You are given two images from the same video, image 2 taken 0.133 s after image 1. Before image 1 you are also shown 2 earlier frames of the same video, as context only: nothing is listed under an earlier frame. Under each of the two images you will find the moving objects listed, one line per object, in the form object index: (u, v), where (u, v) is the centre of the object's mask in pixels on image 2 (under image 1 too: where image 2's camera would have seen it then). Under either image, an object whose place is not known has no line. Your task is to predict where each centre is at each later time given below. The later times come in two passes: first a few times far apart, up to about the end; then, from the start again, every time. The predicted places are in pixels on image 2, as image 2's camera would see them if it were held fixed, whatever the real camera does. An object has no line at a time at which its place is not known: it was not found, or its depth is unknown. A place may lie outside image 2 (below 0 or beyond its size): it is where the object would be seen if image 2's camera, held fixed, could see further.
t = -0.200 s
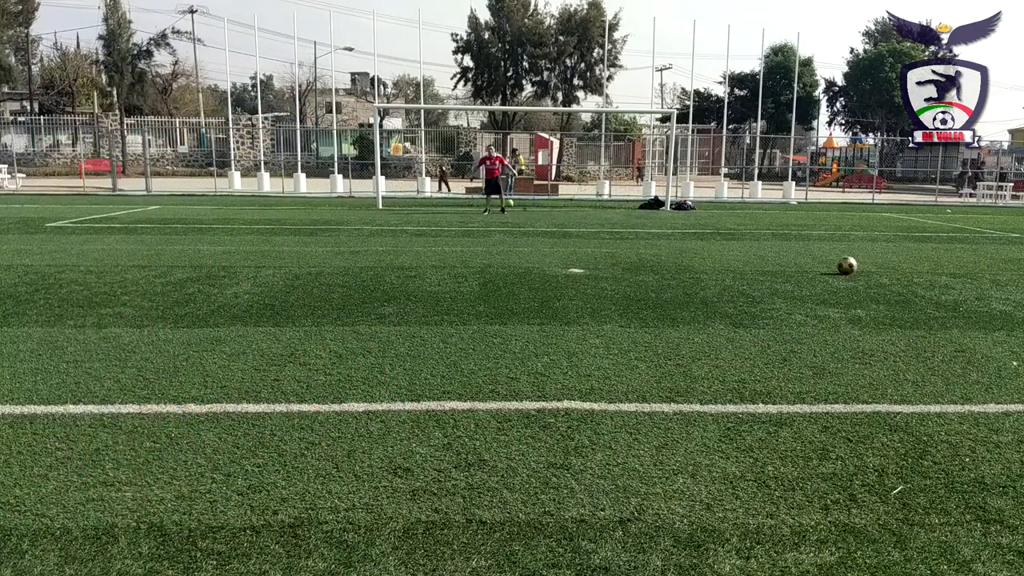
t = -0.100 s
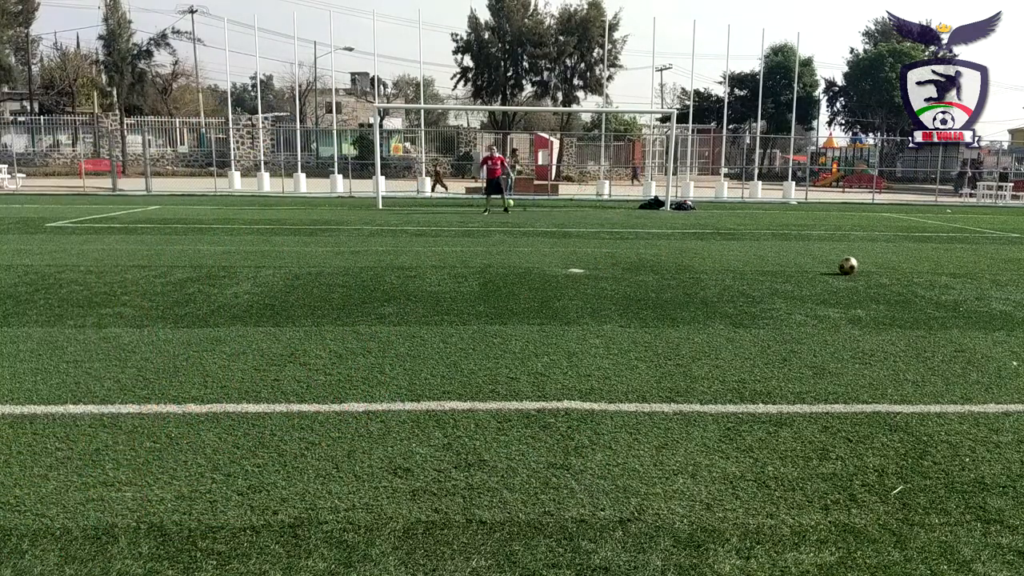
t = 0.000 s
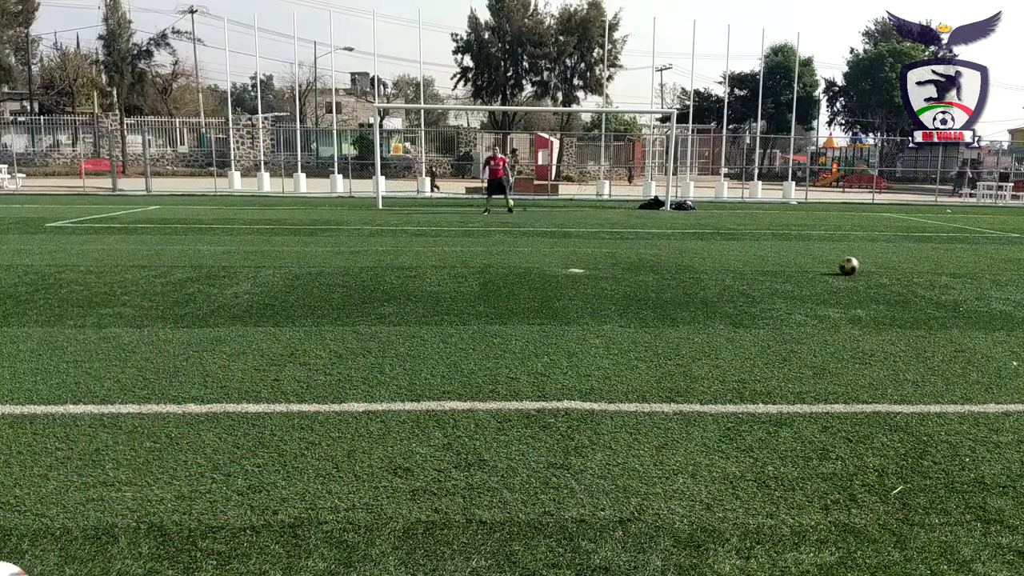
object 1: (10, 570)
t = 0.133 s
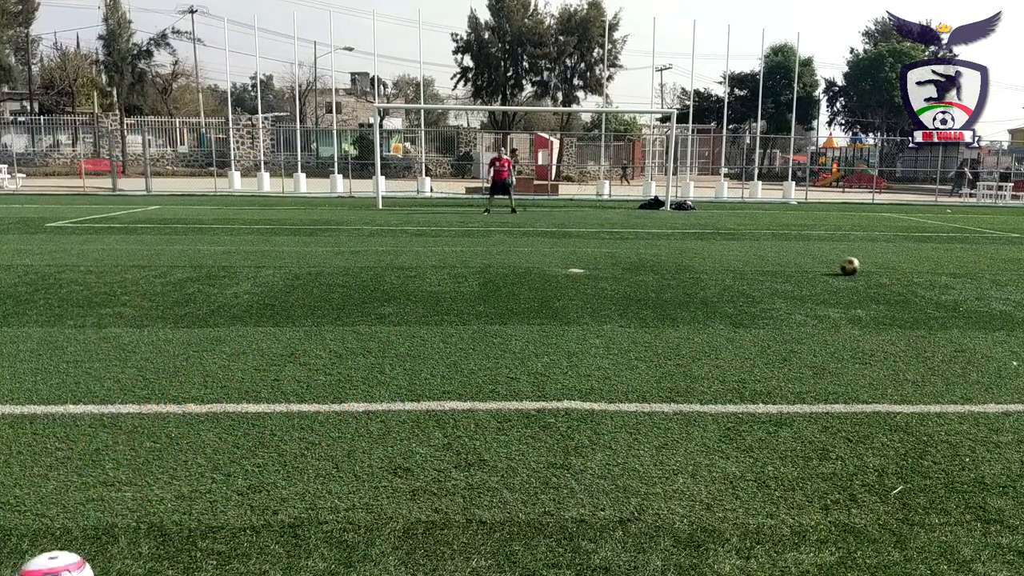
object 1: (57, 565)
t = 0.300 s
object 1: (125, 560)
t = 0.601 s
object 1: (229, 551)
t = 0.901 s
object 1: (314, 541)
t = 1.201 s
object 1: (379, 528)
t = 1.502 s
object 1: (431, 520)
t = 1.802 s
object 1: (472, 513)
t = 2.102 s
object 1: (503, 507)
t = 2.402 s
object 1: (520, 504)
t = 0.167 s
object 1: (71, 564)
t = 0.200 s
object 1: (84, 563)
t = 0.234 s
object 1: (98, 562)
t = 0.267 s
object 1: (112, 561)
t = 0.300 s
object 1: (125, 560)
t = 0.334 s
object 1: (138, 559)
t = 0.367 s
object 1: (150, 558)
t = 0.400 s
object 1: (162, 557)
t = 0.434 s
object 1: (174, 556)
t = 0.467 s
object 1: (185, 555)
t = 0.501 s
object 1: (197, 554)
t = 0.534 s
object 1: (207, 553)
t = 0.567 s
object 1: (218, 552)
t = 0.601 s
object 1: (229, 551)
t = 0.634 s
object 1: (239, 550)
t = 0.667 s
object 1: (249, 549)
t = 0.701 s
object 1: (259, 548)
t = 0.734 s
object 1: (268, 547)
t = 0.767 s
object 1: (278, 546)
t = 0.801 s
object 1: (287, 545)
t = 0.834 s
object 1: (296, 544)
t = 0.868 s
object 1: (305, 543)
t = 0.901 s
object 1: (314, 541)
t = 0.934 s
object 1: (322, 540)
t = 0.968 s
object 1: (330, 538)
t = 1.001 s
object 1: (337, 537)
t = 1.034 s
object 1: (345, 536)
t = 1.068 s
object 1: (352, 533)
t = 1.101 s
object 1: (359, 532)
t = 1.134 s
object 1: (366, 531)
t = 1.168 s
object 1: (373, 529)
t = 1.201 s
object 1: (379, 528)
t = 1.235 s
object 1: (385, 527)
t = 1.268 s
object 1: (392, 526)
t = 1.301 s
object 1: (398, 525)
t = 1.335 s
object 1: (404, 524)
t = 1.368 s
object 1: (409, 524)
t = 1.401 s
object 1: (415, 523)
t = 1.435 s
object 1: (420, 522)
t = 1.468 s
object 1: (426, 521)
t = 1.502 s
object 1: (431, 520)
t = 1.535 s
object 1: (436, 520)
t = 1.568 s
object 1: (441, 519)
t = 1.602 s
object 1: (446, 518)
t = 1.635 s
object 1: (450, 517)
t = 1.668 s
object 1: (455, 516)
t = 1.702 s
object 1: (459, 515)
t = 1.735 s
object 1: (463, 515)
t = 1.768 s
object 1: (468, 514)
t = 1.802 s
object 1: (472, 513)
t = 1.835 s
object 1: (476, 512)
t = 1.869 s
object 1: (480, 512)
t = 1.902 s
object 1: (483, 511)
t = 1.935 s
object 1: (487, 510)
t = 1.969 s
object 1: (490, 510)
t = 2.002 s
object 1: (494, 509)
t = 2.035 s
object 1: (497, 509)
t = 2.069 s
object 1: (500, 508)
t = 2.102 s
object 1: (503, 507)
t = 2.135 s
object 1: (506, 507)
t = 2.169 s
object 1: (508, 506)
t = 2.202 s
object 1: (511, 506)
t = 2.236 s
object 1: (513, 505)
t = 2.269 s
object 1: (515, 505)
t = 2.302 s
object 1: (517, 504)
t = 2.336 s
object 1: (518, 504)
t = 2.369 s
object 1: (519, 504)
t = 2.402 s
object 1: (520, 504)
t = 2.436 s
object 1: (522, 503)
